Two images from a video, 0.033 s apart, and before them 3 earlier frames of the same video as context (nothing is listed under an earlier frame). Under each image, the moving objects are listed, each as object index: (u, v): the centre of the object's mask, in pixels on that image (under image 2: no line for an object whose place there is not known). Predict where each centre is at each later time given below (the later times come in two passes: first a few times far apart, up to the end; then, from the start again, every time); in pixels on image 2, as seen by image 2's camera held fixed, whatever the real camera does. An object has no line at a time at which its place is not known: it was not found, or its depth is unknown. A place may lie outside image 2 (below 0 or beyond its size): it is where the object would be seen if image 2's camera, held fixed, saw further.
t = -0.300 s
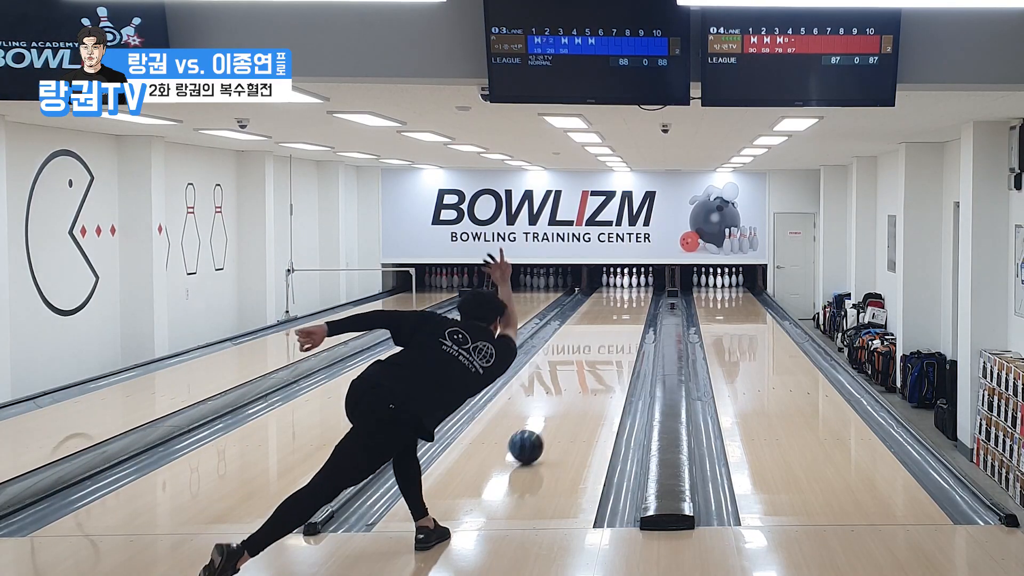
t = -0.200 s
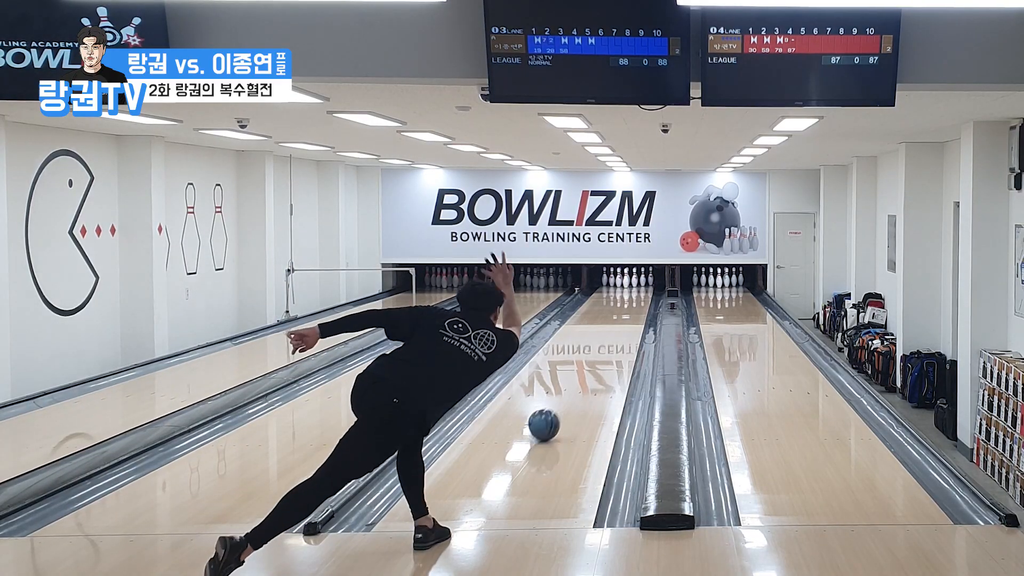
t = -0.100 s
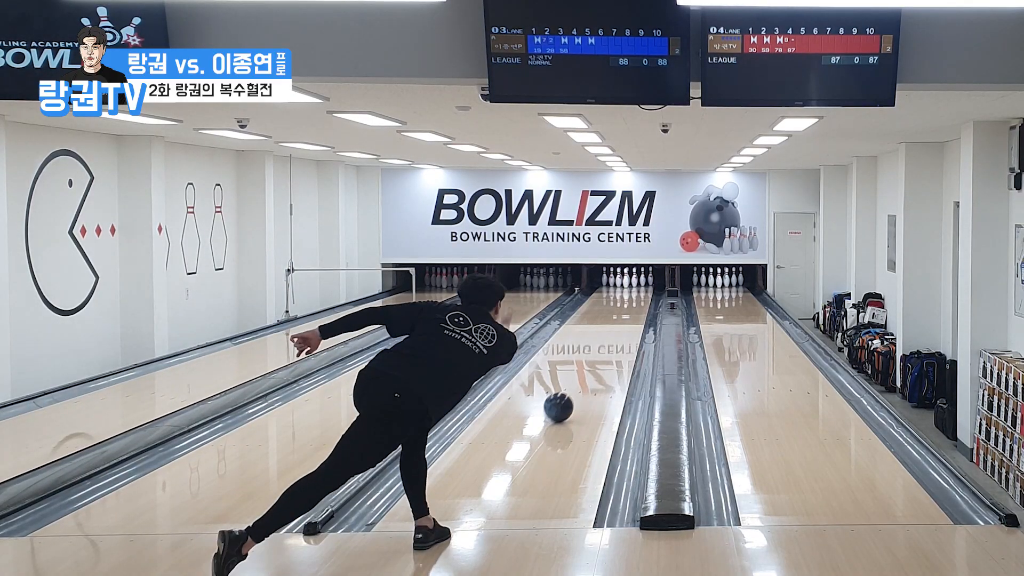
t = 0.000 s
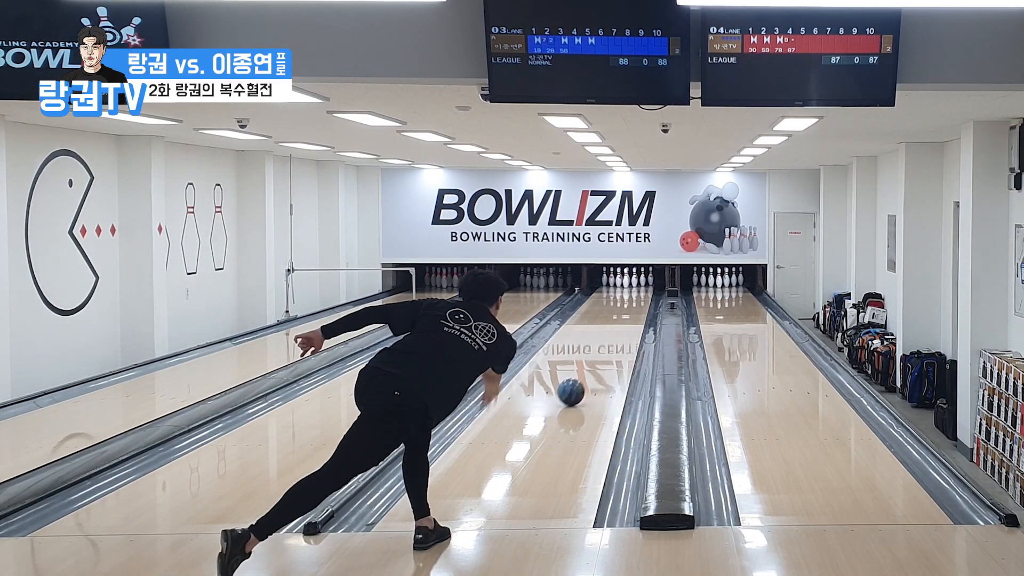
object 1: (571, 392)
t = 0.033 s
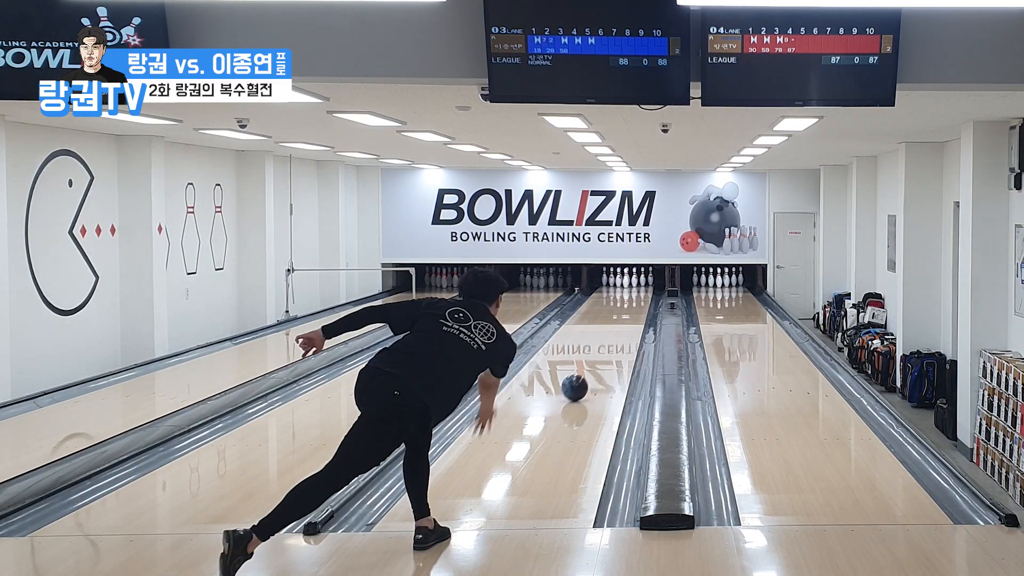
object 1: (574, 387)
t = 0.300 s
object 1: (598, 358)
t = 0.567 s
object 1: (614, 337)
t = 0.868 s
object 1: (627, 319)
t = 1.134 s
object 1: (635, 308)
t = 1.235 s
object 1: (637, 304)
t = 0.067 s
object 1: (578, 383)
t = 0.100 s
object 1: (581, 379)
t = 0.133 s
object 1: (585, 375)
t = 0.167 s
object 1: (588, 371)
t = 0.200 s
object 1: (590, 368)
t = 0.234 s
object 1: (593, 364)
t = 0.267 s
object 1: (596, 361)
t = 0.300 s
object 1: (598, 358)
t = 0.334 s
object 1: (601, 355)
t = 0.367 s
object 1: (603, 352)
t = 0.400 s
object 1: (605, 349)
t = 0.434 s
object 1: (607, 346)
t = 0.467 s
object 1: (609, 344)
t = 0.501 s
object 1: (611, 341)
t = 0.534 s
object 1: (613, 339)
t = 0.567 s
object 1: (614, 337)
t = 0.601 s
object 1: (616, 335)
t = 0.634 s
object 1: (618, 333)
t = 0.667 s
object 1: (619, 330)
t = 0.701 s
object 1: (621, 328)
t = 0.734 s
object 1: (622, 326)
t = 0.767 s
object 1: (623, 324)
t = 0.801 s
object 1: (625, 323)
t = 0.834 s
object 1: (626, 321)
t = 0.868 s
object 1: (627, 319)
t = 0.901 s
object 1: (628, 318)
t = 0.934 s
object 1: (629, 316)
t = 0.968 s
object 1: (630, 315)
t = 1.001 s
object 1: (631, 313)
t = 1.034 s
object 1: (632, 312)
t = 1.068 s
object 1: (633, 310)
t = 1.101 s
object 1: (634, 309)
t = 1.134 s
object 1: (635, 308)
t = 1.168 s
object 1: (635, 306)
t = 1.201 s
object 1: (636, 305)
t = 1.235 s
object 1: (637, 304)
